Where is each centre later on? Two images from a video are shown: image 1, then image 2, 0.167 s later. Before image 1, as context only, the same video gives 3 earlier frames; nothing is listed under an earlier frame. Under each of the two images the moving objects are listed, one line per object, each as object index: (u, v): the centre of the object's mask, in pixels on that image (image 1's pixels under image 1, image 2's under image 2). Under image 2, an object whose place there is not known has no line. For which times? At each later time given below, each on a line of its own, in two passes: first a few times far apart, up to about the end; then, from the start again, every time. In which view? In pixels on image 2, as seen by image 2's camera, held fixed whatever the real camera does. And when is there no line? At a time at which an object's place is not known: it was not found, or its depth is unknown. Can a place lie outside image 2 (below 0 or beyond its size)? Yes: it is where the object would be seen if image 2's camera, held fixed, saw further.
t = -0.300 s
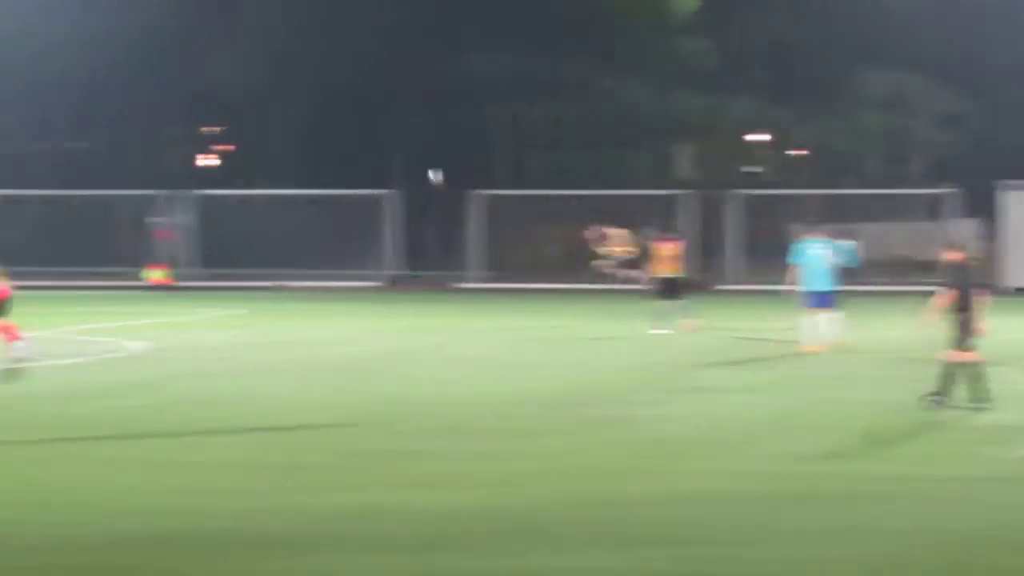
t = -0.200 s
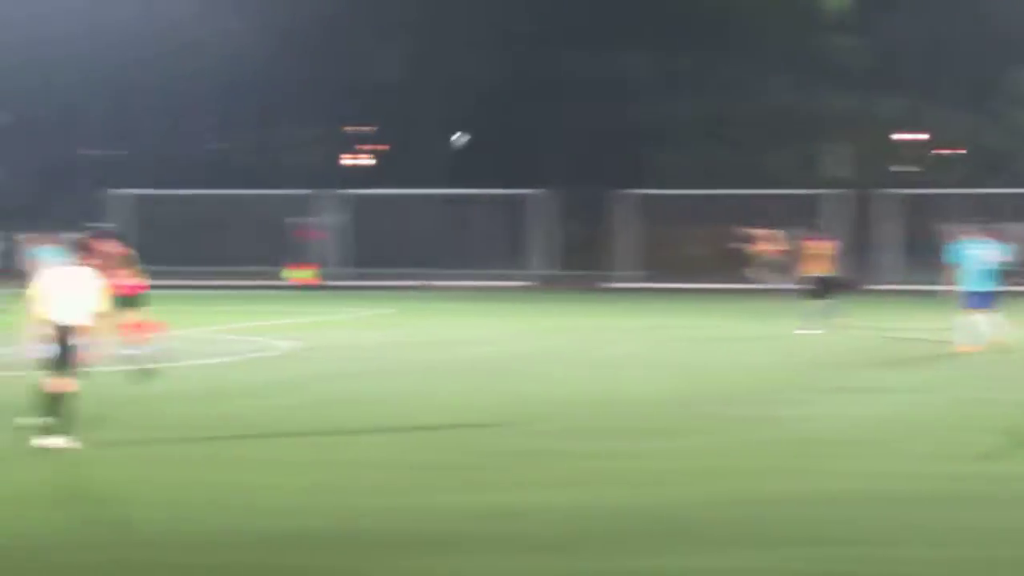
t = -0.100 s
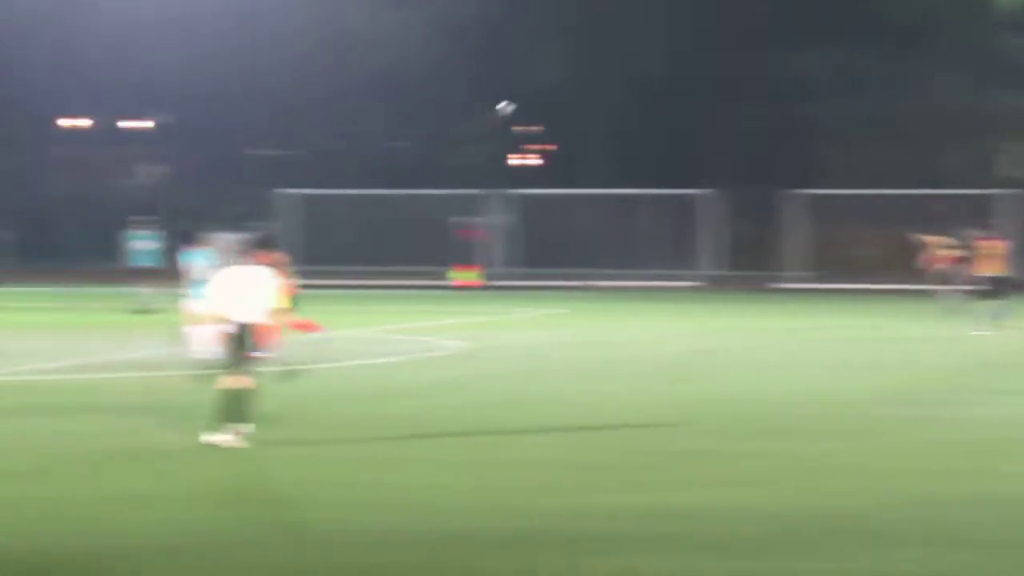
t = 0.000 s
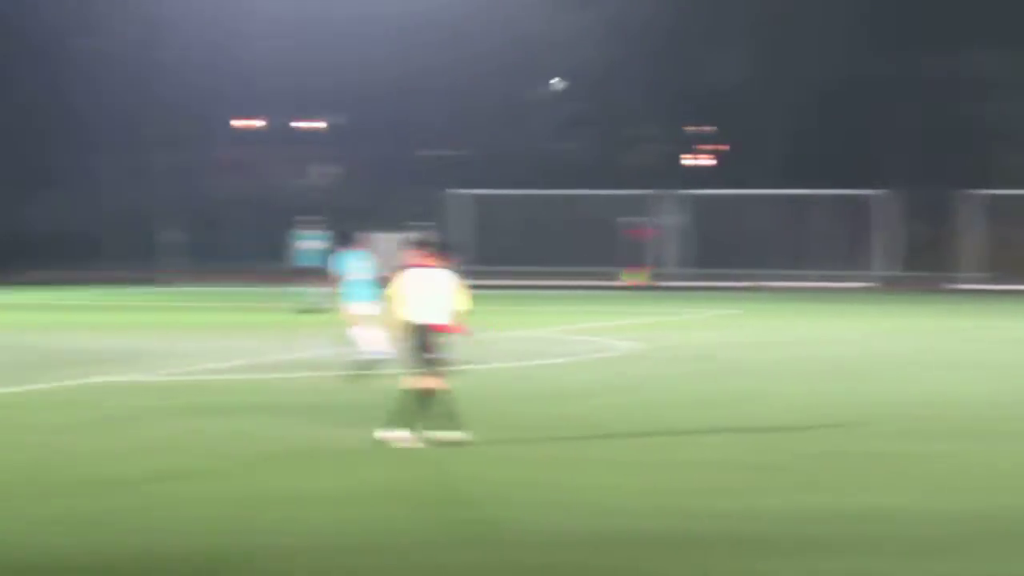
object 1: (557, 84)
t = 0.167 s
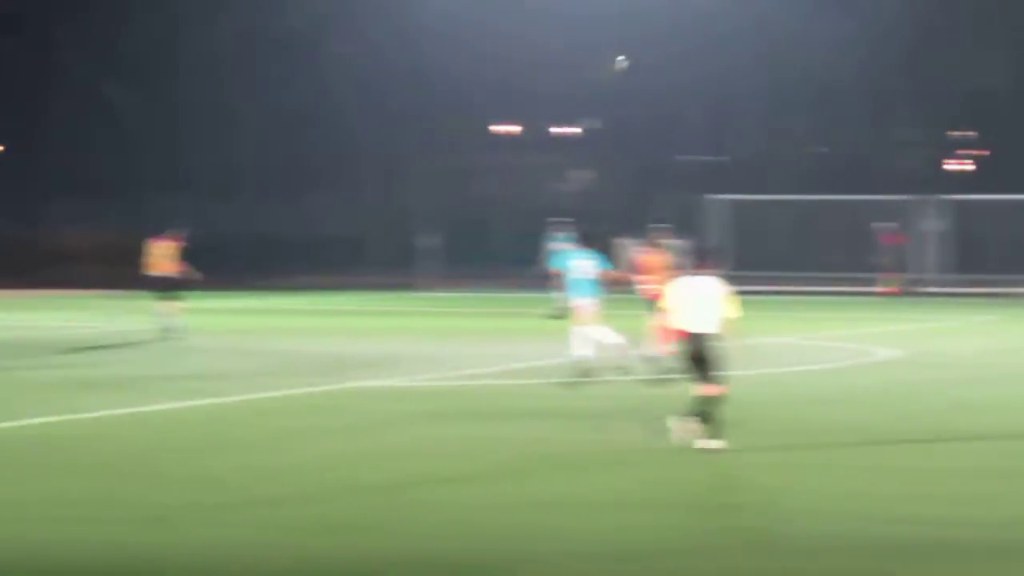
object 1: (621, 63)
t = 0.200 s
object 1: (588, 60)
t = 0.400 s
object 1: (383, 50)
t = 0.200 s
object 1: (588, 60)
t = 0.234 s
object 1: (555, 58)
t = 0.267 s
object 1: (520, 55)
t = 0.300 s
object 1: (489, 53)
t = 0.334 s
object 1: (453, 52)
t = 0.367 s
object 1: (418, 51)
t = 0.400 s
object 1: (383, 50)
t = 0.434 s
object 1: (351, 51)
